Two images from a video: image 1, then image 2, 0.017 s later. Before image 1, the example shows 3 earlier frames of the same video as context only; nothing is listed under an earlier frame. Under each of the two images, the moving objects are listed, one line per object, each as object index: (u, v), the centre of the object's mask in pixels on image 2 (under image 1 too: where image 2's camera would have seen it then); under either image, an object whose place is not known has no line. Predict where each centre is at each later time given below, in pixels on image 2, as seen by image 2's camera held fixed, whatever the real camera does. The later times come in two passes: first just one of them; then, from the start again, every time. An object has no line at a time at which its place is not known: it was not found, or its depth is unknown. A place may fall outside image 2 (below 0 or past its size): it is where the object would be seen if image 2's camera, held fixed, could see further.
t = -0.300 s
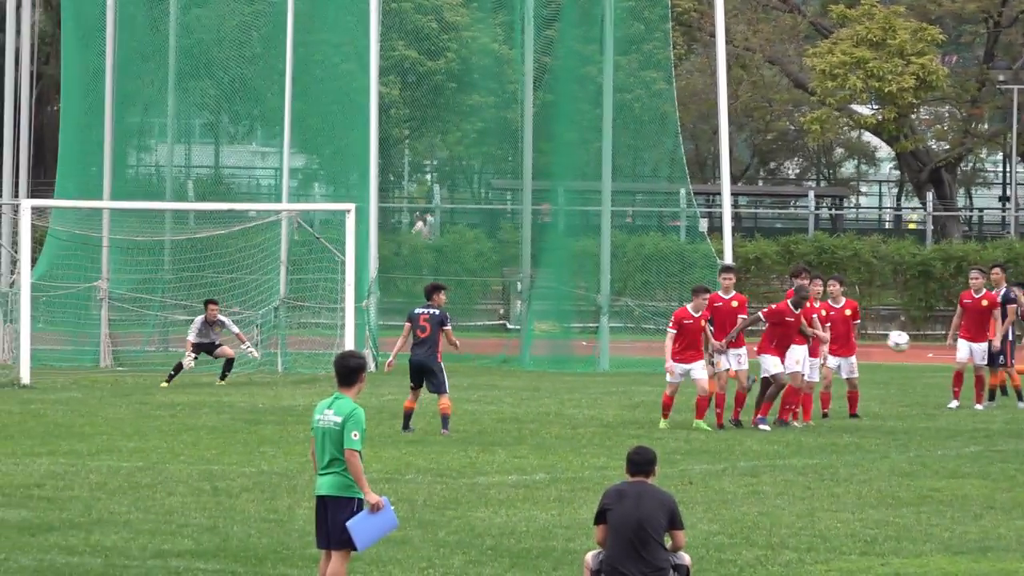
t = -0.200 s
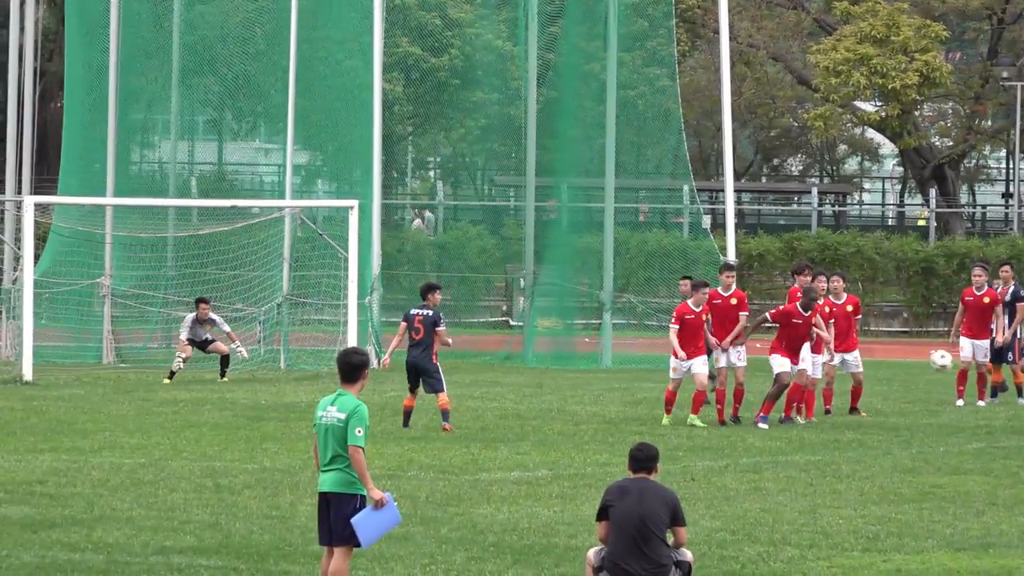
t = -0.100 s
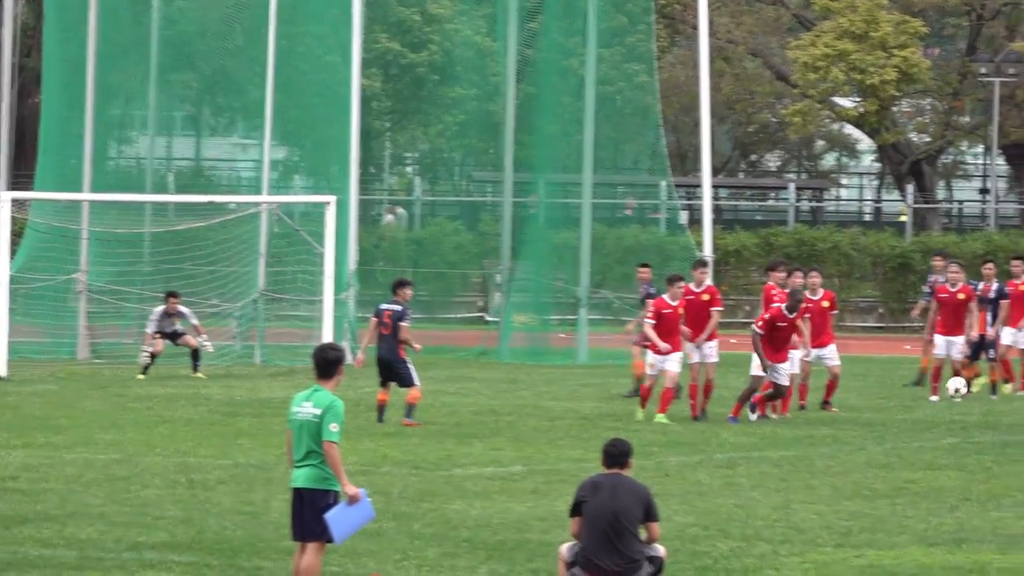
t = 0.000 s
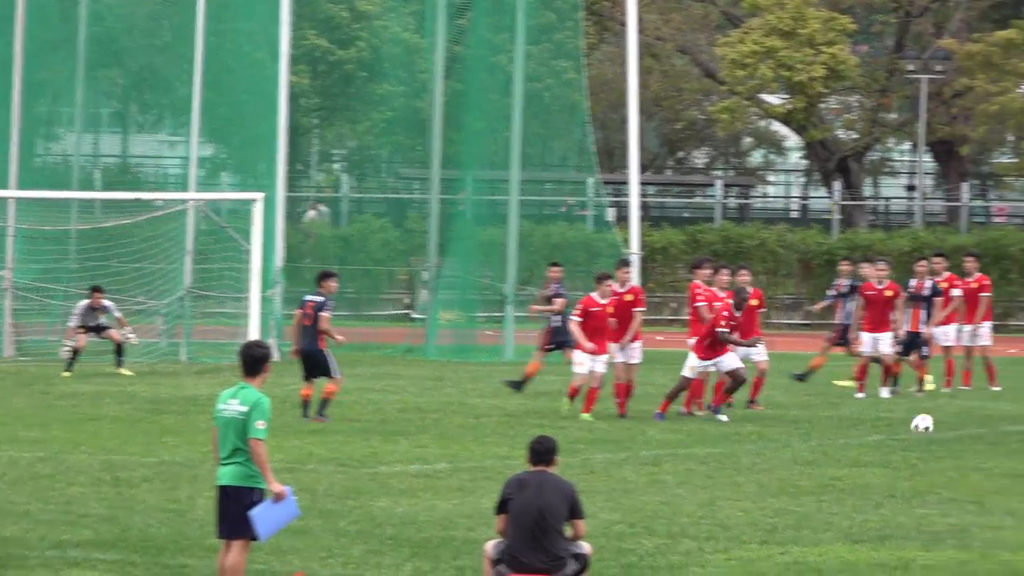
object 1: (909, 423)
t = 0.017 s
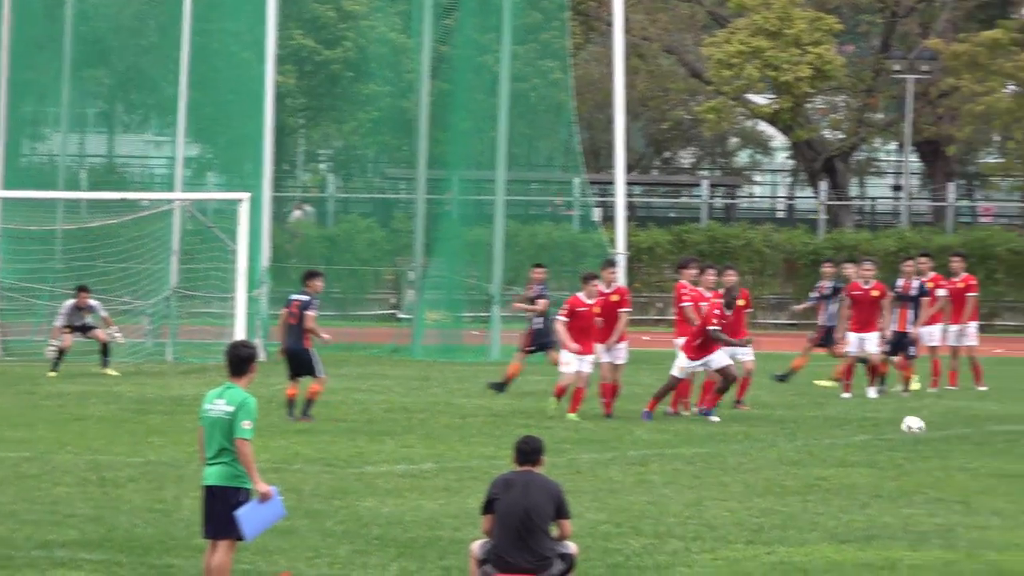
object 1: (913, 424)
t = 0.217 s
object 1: (942, 391)
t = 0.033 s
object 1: (915, 422)
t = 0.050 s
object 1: (918, 418)
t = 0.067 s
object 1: (920, 413)
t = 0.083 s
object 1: (922, 410)
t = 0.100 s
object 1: (925, 407)
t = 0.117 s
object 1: (928, 404)
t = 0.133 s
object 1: (929, 401)
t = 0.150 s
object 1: (932, 398)
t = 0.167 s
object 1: (934, 396)
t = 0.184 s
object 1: (936, 394)
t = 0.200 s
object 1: (939, 393)
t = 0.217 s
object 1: (942, 391)
